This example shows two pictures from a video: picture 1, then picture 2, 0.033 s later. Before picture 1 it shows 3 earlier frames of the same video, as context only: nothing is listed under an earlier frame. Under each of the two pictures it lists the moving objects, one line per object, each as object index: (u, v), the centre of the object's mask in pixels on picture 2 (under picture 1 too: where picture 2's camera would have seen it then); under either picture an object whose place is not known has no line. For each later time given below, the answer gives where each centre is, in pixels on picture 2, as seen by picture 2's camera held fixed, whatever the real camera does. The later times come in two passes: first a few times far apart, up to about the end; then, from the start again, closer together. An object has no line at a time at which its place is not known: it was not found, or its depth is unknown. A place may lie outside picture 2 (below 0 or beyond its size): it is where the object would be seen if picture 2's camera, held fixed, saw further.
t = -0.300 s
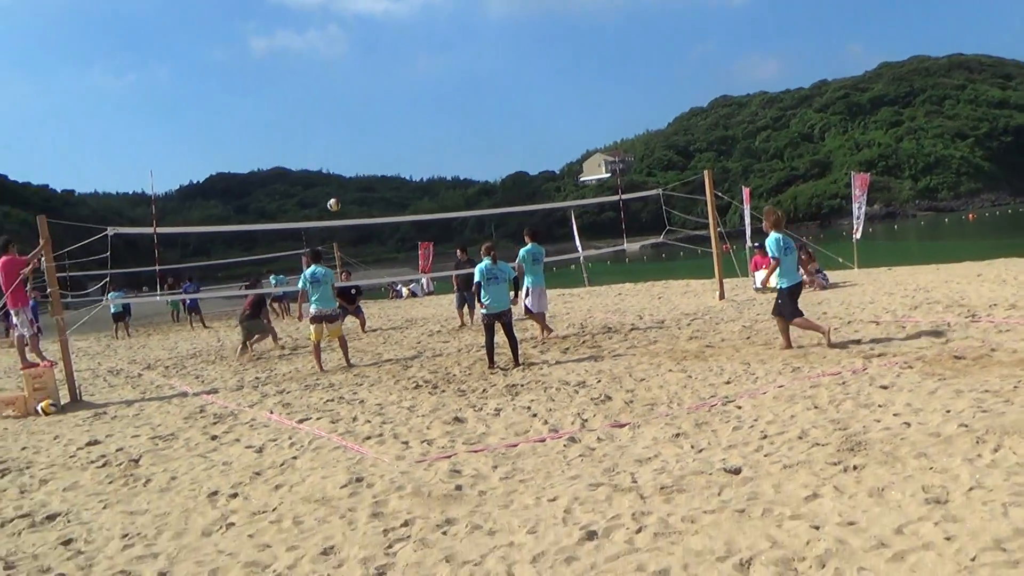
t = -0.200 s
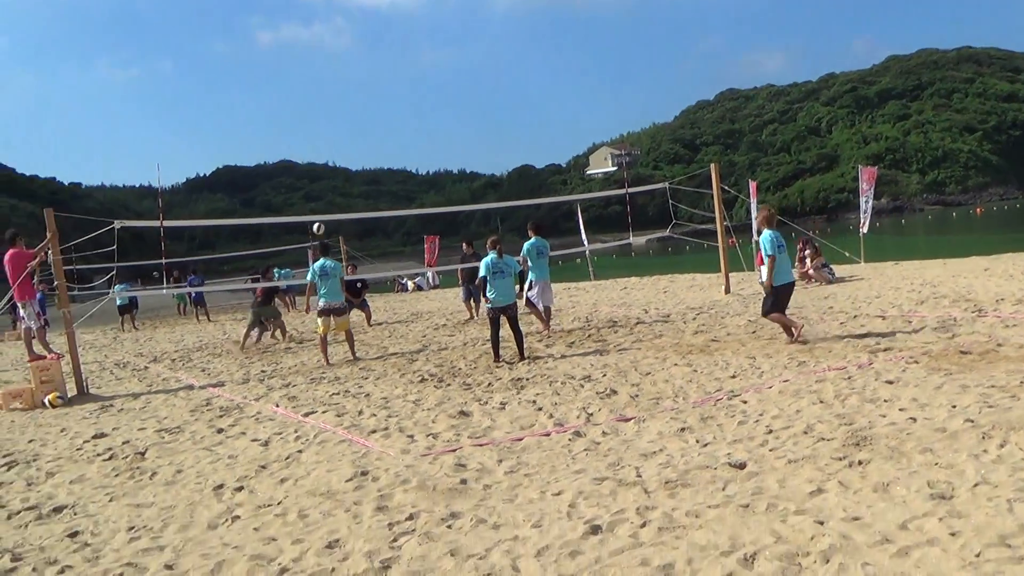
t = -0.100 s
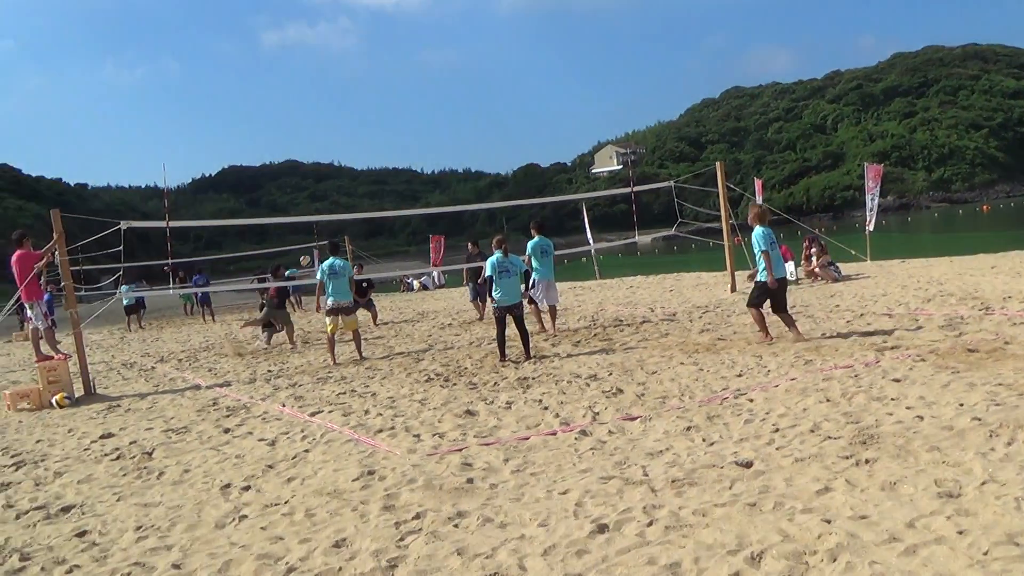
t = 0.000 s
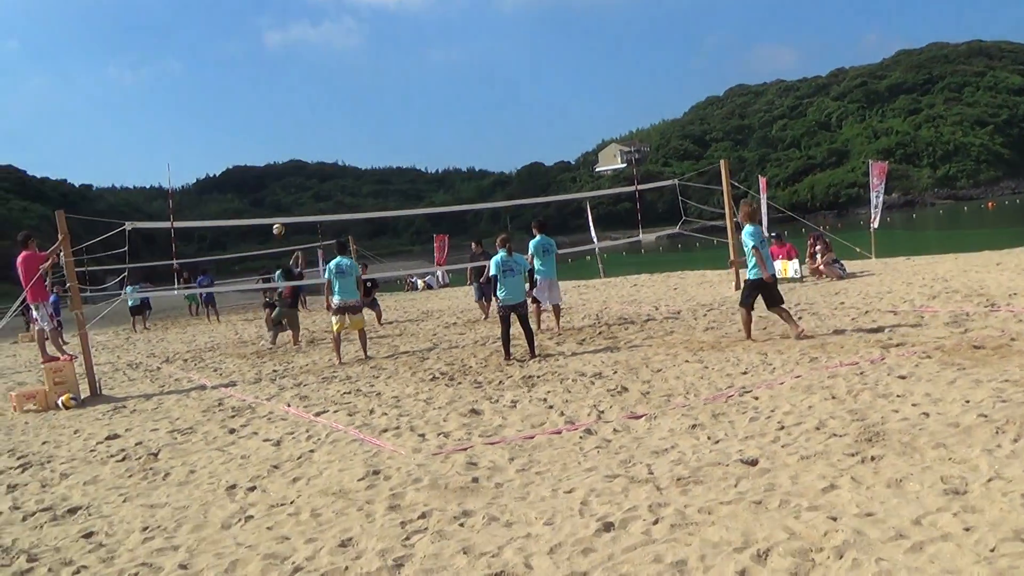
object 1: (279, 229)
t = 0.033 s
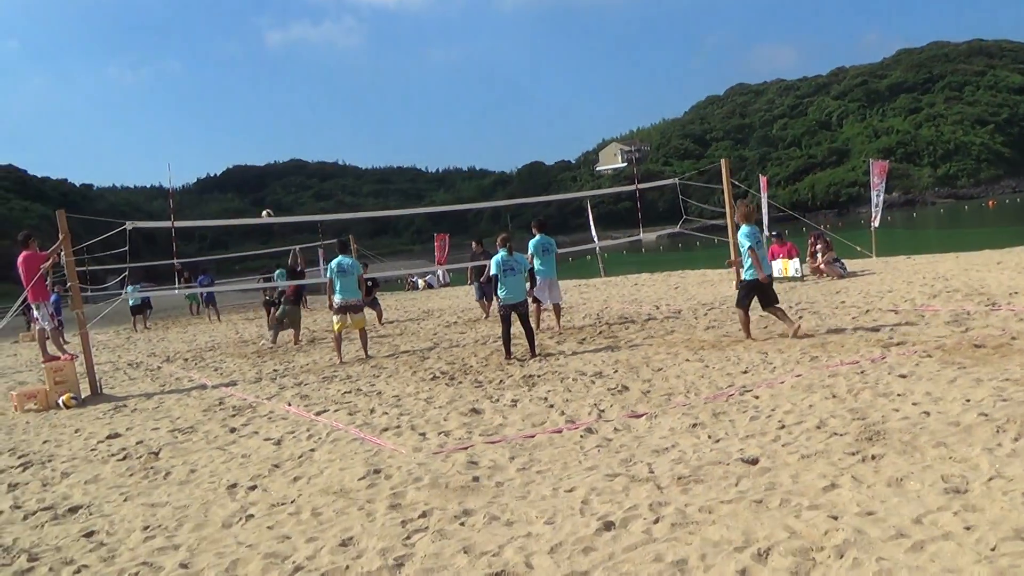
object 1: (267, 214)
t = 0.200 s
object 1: (212, 154)
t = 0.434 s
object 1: (138, 98)
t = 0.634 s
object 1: (76, 74)
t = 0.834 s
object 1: (19, 71)
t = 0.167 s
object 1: (223, 166)
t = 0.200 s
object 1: (212, 154)
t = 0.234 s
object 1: (202, 145)
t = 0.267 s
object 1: (191, 135)
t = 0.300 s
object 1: (180, 127)
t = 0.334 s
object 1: (169, 117)
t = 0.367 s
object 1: (158, 111)
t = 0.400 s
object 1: (148, 104)
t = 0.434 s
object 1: (138, 98)
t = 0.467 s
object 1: (127, 93)
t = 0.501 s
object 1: (117, 87)
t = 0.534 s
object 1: (106, 83)
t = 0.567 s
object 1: (96, 80)
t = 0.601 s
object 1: (86, 76)
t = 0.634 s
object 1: (76, 74)
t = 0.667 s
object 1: (66, 72)
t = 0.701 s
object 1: (56, 70)
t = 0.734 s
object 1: (46, 69)
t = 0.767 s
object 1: (37, 69)
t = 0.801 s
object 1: (28, 70)
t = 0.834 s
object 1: (19, 71)
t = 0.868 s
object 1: (9, 73)
